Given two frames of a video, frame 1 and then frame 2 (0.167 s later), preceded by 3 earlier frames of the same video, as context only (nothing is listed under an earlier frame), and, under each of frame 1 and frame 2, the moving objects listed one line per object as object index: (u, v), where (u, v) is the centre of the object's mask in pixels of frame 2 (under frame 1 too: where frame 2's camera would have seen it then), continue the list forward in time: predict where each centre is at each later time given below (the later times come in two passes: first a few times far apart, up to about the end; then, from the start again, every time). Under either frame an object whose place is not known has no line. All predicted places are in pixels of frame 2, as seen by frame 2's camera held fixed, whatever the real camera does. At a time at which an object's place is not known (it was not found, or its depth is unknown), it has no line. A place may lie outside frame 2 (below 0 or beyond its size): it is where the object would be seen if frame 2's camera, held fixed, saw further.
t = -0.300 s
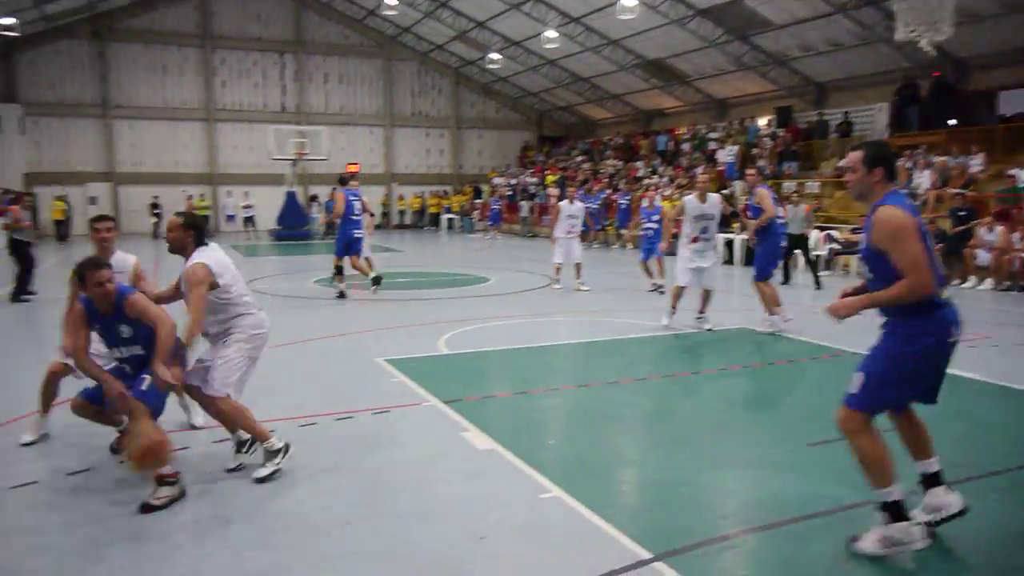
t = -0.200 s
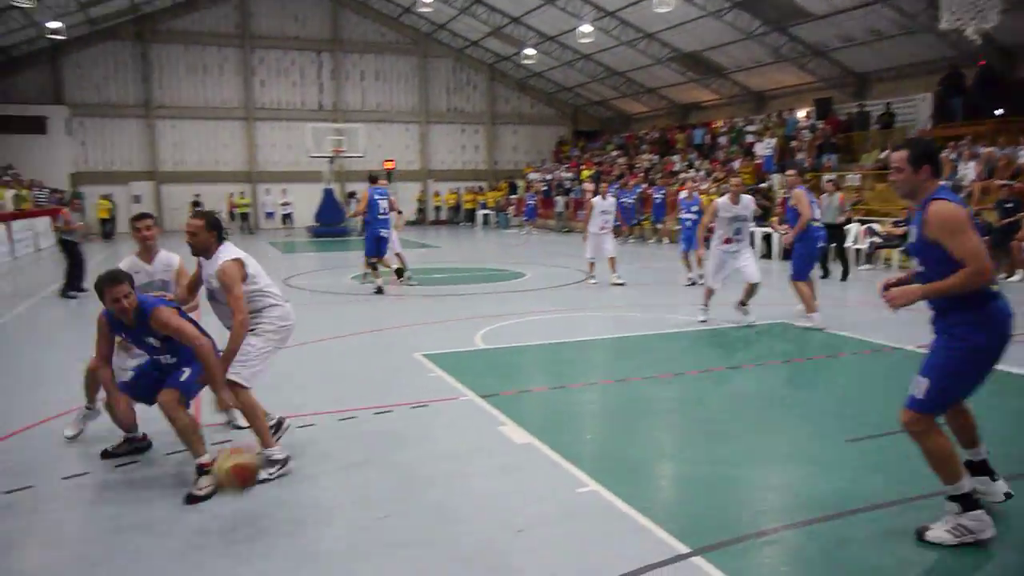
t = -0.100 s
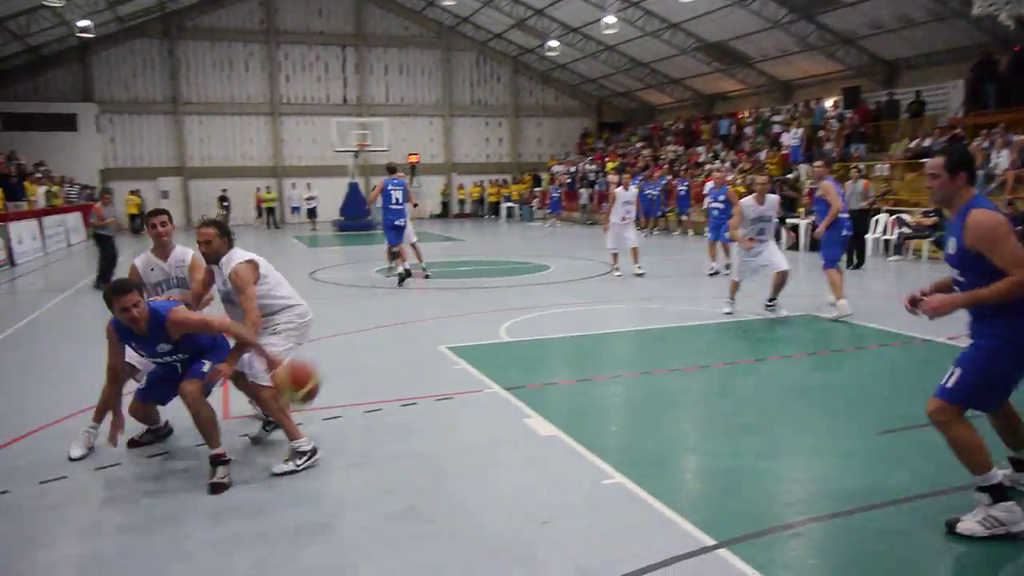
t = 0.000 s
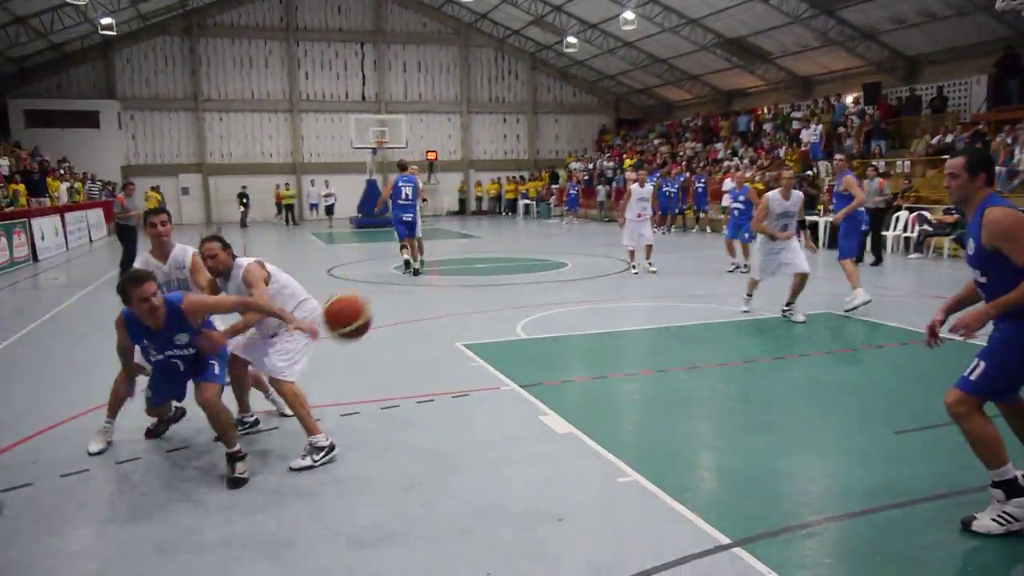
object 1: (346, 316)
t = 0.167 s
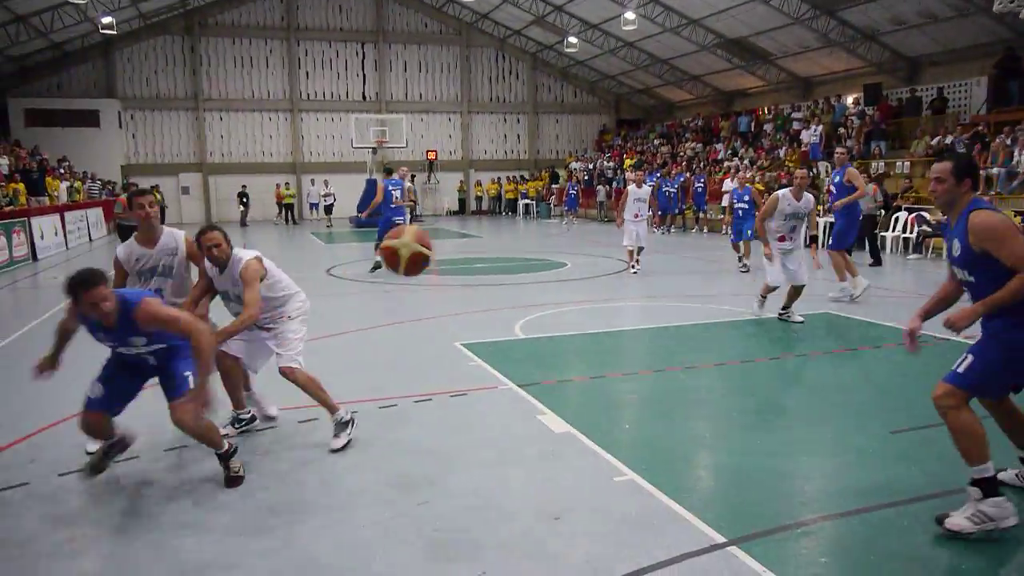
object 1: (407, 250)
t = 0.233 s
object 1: (432, 240)
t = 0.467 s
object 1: (528, 278)
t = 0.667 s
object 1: (618, 411)
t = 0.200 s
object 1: (419, 244)
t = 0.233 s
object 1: (432, 240)
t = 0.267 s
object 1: (445, 237)
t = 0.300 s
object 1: (458, 238)
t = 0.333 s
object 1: (472, 242)
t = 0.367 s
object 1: (486, 248)
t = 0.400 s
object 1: (500, 255)
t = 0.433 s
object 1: (514, 265)
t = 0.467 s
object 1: (528, 278)
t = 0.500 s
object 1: (543, 294)
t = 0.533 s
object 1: (557, 312)
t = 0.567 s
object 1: (573, 333)
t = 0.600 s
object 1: (588, 357)
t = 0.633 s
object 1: (604, 382)
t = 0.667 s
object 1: (618, 411)
